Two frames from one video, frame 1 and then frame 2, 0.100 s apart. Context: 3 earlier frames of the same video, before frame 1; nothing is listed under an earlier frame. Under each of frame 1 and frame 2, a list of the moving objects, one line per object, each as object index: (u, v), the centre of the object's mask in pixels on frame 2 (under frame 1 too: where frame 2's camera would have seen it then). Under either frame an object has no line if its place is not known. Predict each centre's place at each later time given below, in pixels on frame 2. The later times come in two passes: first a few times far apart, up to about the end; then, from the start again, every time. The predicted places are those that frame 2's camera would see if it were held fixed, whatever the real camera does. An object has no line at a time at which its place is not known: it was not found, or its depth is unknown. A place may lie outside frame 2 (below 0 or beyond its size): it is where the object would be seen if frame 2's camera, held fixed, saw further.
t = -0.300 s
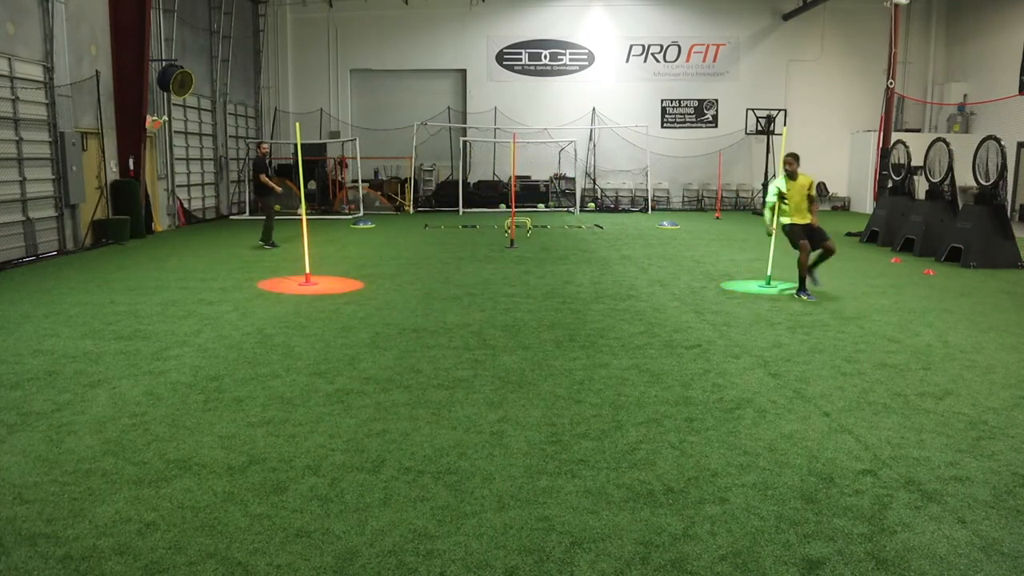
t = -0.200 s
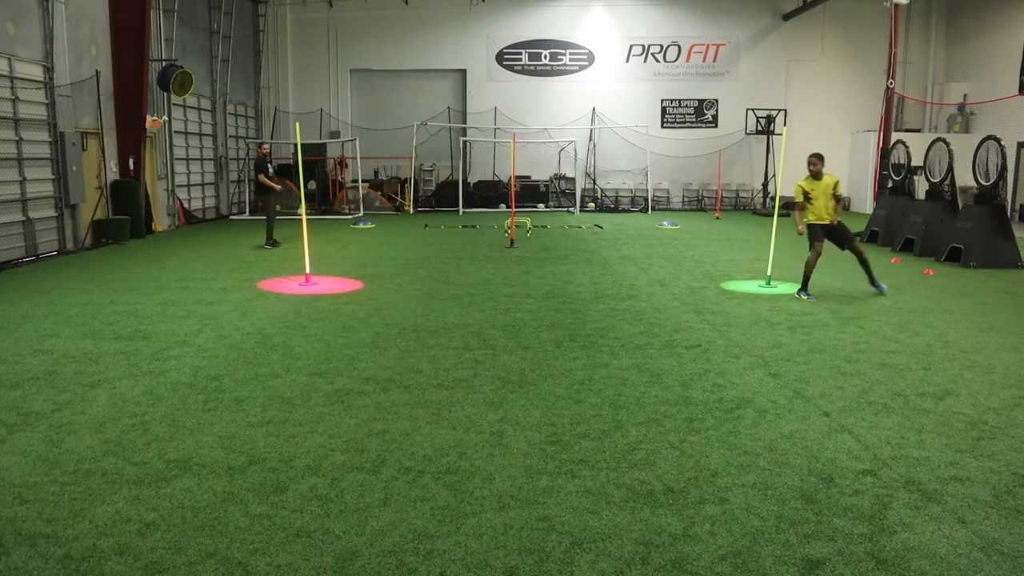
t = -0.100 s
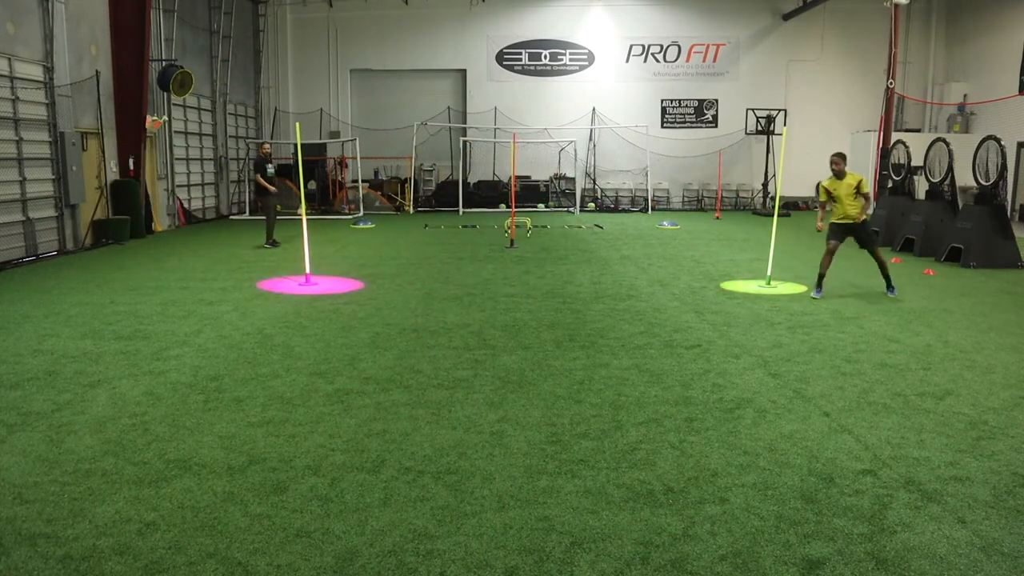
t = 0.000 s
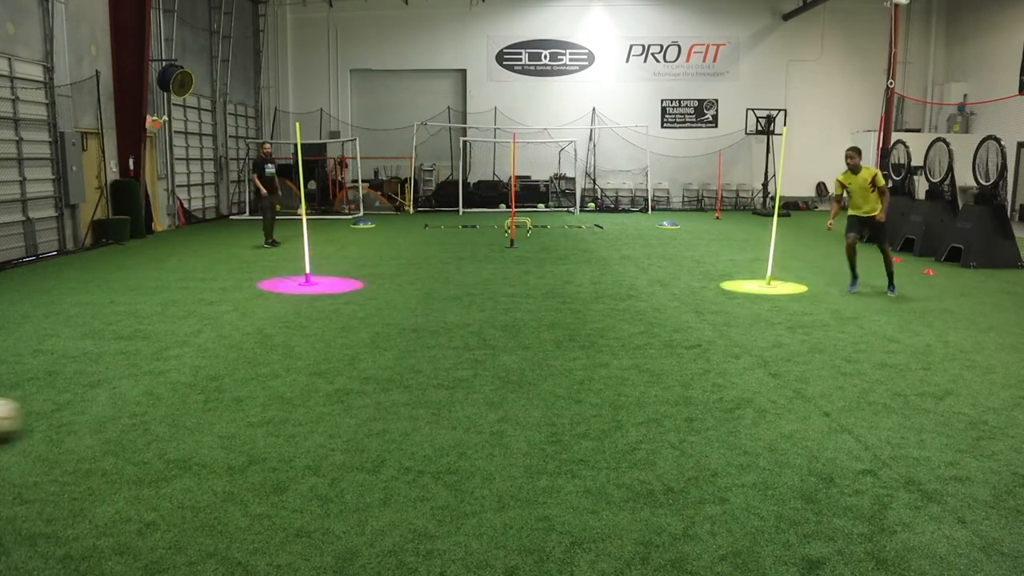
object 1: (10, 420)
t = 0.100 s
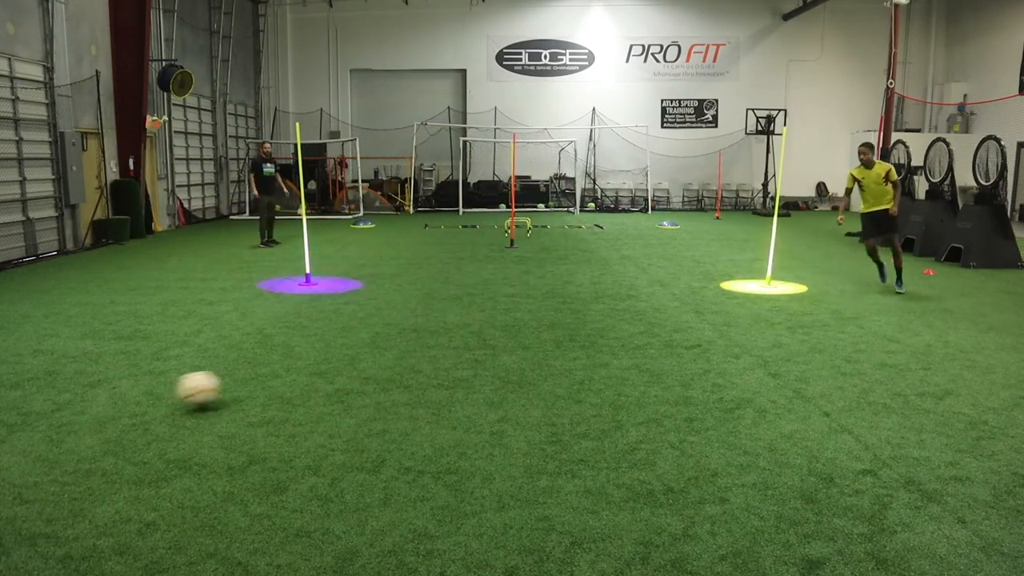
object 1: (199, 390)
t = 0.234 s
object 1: (403, 360)
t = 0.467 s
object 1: (633, 327)
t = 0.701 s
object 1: (769, 304)
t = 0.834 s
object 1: (825, 295)
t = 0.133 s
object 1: (256, 382)
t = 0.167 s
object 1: (310, 375)
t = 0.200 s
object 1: (359, 369)
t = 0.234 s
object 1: (403, 360)
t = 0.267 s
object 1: (444, 354)
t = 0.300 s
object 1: (481, 349)
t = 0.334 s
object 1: (518, 345)
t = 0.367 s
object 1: (549, 339)
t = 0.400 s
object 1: (579, 334)
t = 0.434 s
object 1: (606, 330)
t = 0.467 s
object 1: (633, 327)
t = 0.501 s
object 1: (656, 321)
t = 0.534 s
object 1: (678, 316)
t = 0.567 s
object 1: (699, 313)
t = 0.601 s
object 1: (718, 312)
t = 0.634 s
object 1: (736, 310)
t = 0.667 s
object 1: (753, 306)
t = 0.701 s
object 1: (769, 304)
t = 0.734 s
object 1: (784, 302)
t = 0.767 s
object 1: (799, 300)
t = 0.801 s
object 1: (813, 297)
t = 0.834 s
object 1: (825, 295)
